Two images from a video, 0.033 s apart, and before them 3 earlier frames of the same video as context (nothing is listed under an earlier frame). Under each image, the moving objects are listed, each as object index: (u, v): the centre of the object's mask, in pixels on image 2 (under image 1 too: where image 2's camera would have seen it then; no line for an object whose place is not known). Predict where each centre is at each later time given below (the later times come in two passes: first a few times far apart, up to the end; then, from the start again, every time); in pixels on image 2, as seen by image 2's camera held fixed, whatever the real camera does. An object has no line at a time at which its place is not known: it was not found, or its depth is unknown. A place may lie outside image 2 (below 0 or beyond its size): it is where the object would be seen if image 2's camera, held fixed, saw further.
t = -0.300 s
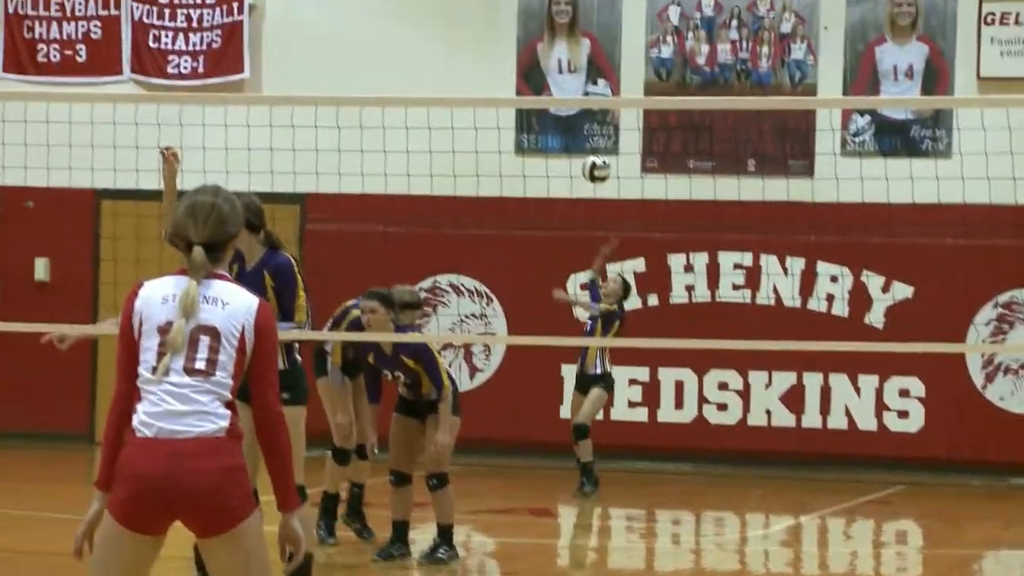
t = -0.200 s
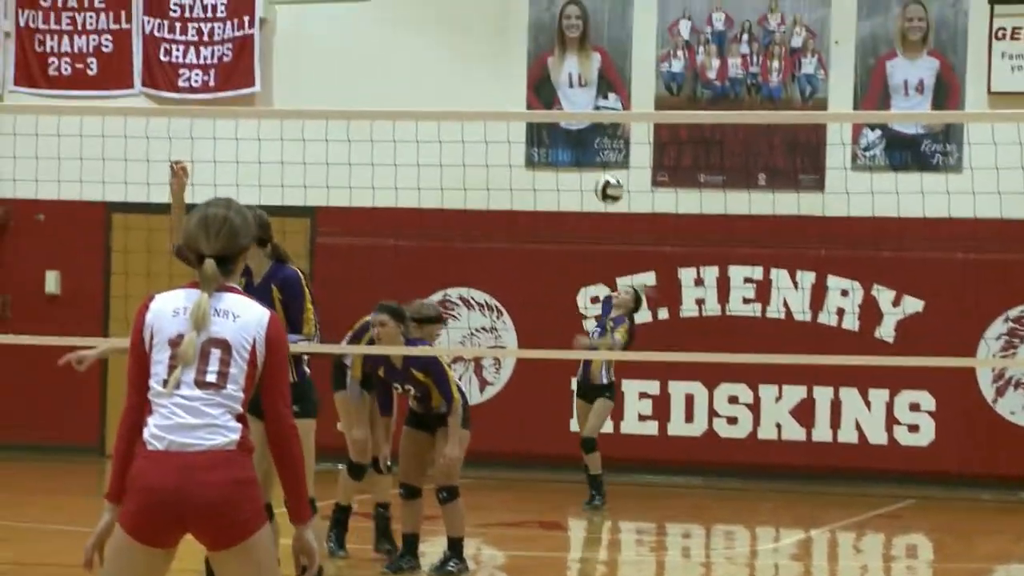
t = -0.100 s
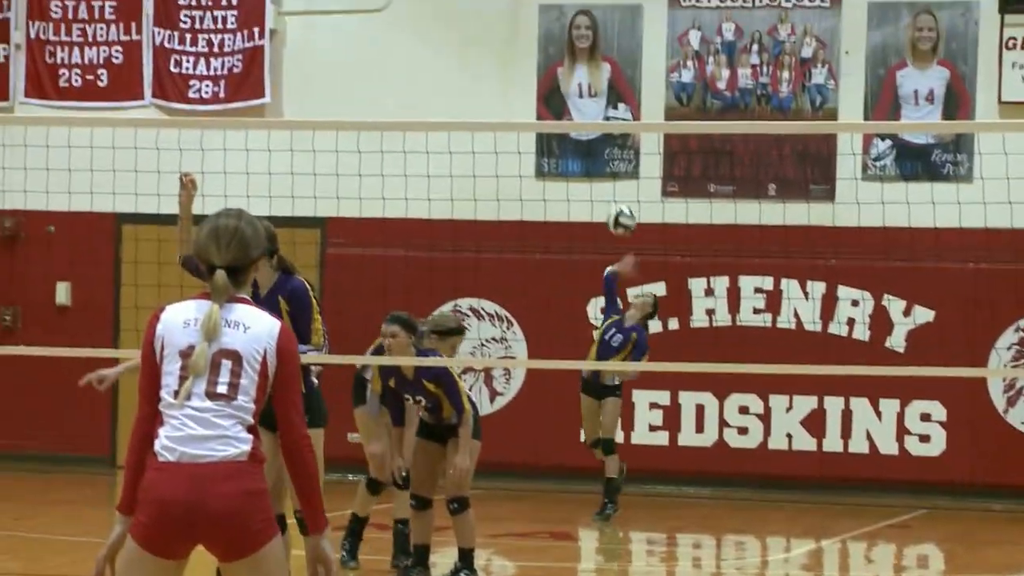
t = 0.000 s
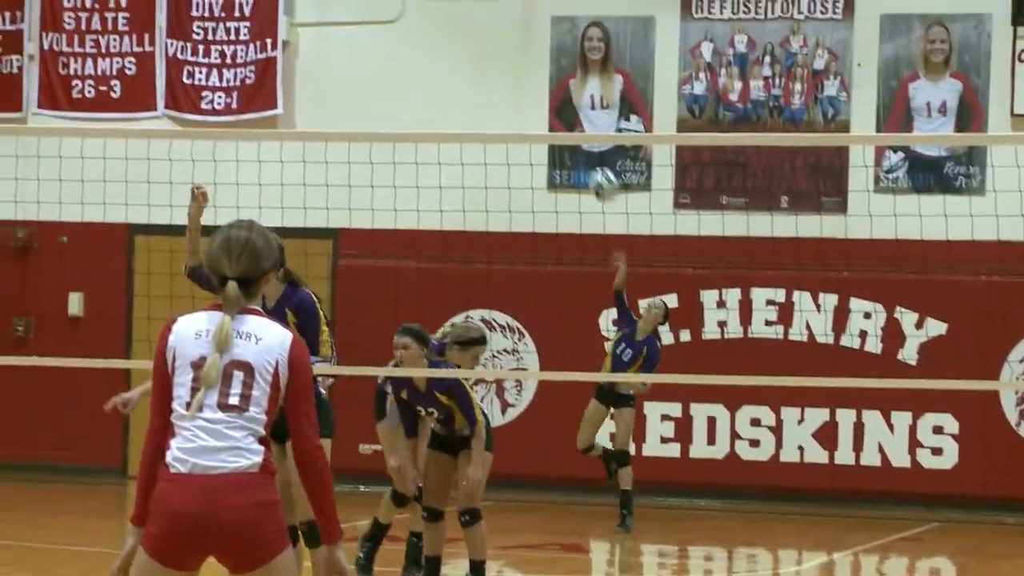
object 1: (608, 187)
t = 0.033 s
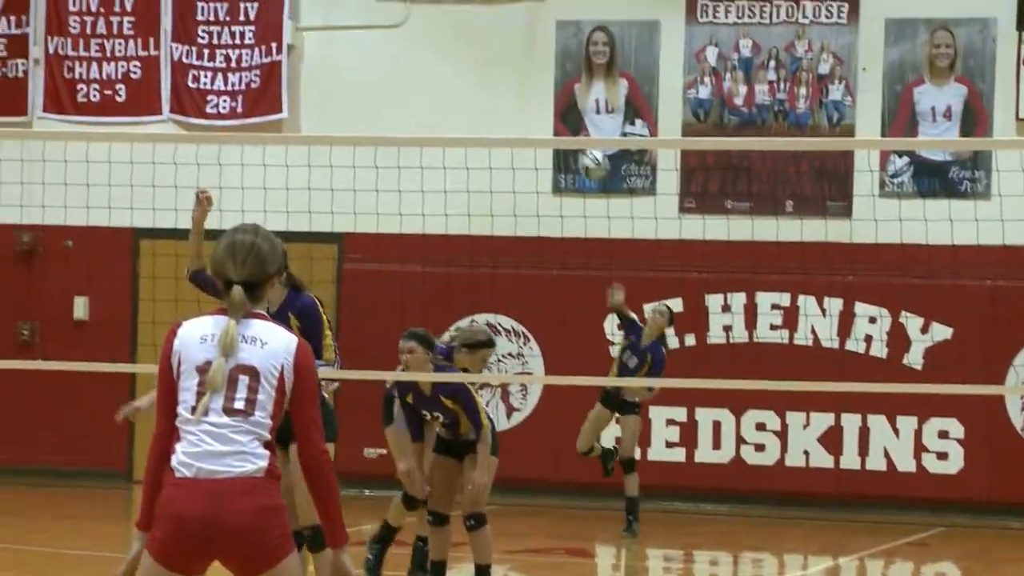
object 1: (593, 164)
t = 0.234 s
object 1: (490, 20)
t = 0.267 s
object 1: (471, -2)
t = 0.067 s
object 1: (577, 130)
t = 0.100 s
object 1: (562, 115)
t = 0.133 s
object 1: (544, 91)
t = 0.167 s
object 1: (528, 67)
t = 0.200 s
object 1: (509, 43)
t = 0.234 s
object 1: (490, 20)
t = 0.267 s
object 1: (471, -2)
